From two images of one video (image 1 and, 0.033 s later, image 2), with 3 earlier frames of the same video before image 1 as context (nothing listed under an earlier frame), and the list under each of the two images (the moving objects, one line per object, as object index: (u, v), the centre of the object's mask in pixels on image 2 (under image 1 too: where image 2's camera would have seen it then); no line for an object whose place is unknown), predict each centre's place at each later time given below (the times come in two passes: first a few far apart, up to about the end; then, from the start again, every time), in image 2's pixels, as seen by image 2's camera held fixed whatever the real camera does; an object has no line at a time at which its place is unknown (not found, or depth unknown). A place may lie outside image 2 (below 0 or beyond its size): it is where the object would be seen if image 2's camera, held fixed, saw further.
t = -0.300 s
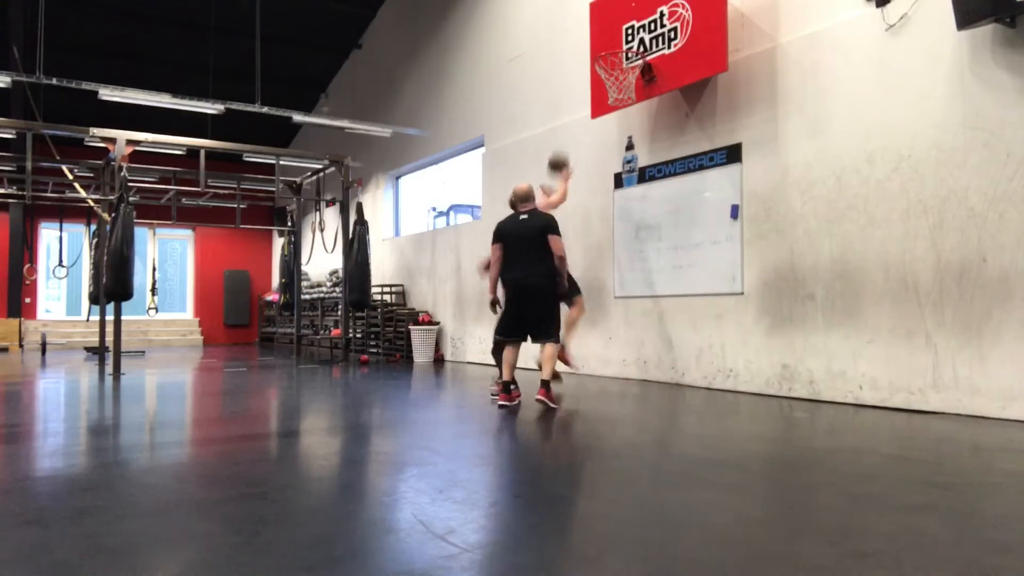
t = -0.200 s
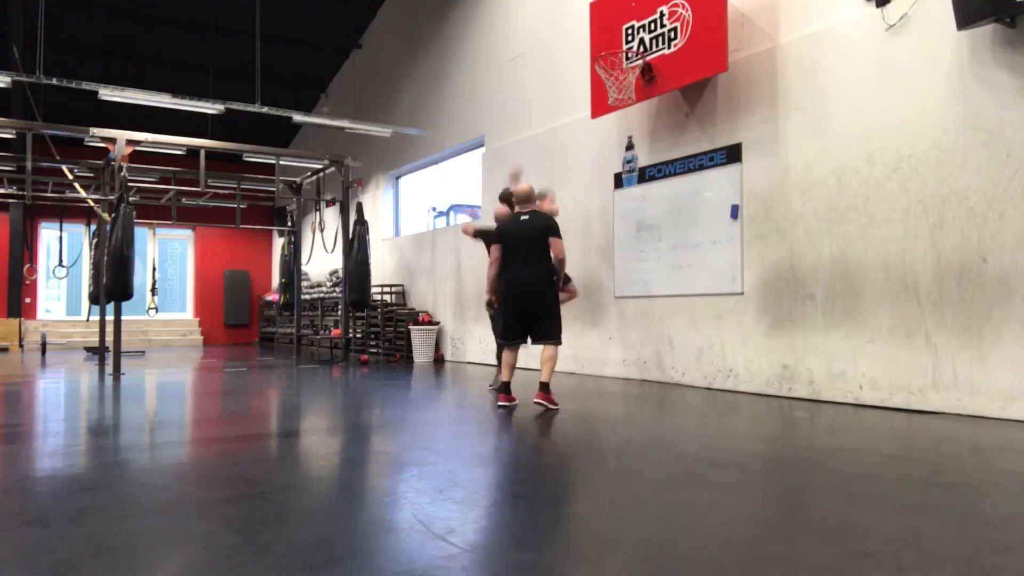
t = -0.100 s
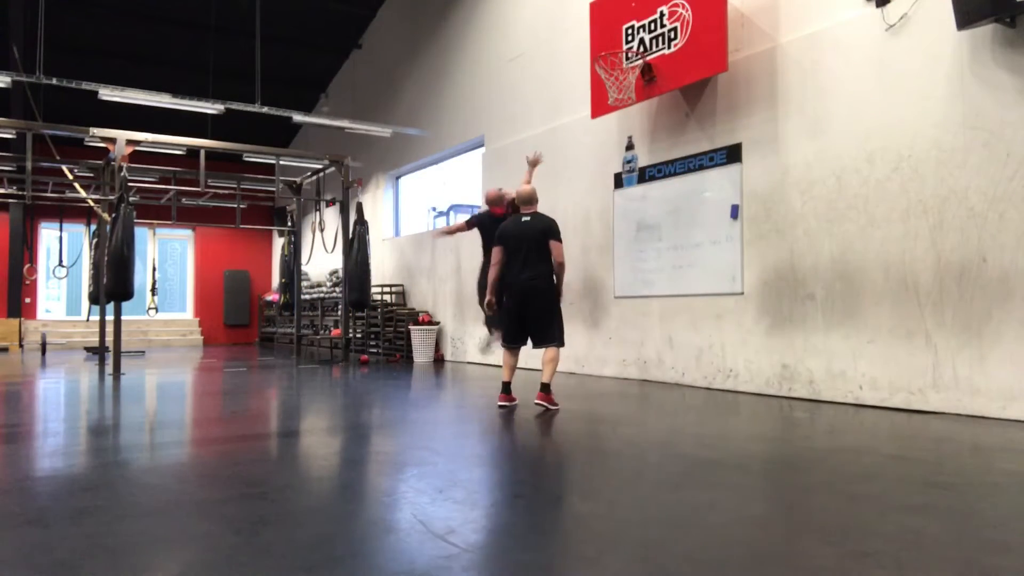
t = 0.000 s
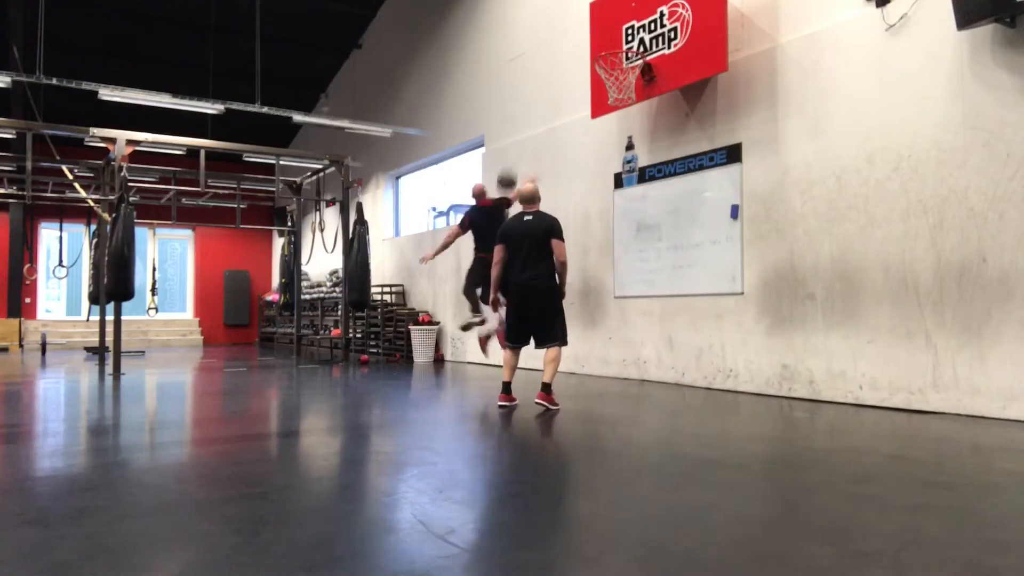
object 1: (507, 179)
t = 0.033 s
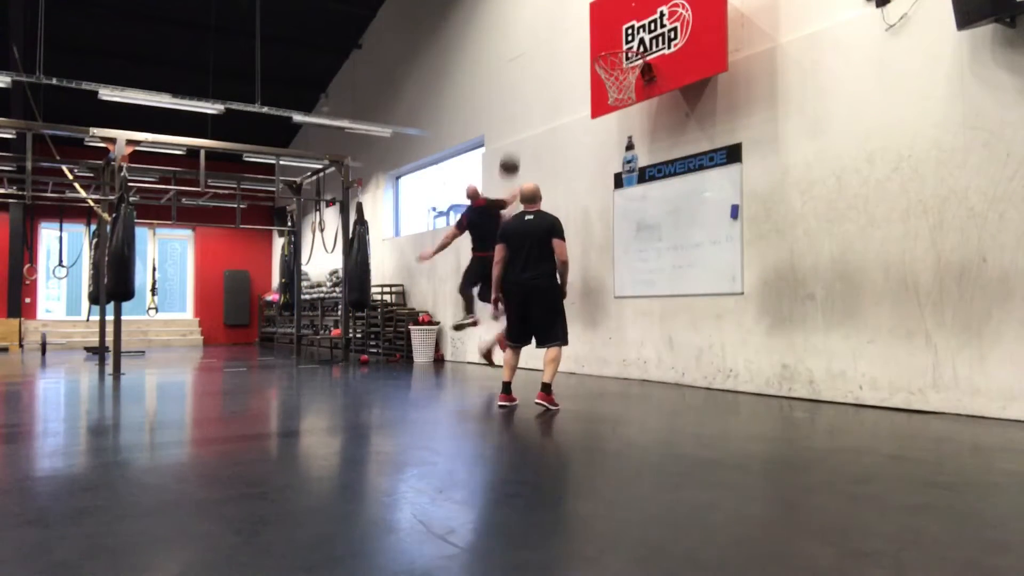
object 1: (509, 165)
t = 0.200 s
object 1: (523, 101)
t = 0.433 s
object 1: (544, 50)
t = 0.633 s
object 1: (564, 45)
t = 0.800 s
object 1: (580, 69)
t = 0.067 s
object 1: (512, 150)
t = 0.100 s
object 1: (515, 136)
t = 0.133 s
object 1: (518, 124)
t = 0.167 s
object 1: (520, 112)
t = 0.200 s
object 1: (523, 101)
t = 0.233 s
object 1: (526, 91)
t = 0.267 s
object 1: (529, 81)
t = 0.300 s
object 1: (532, 74)
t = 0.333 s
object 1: (535, 66)
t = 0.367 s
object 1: (538, 60)
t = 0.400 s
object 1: (541, 55)
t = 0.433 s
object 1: (544, 50)
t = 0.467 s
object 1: (547, 47)
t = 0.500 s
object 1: (551, 44)
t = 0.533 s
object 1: (554, 43)
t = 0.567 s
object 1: (557, 43)
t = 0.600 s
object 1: (560, 43)
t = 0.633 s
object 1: (564, 45)
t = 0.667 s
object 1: (567, 48)
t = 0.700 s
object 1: (570, 51)
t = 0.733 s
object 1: (574, 56)
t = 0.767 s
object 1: (577, 62)
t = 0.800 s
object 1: (580, 69)
